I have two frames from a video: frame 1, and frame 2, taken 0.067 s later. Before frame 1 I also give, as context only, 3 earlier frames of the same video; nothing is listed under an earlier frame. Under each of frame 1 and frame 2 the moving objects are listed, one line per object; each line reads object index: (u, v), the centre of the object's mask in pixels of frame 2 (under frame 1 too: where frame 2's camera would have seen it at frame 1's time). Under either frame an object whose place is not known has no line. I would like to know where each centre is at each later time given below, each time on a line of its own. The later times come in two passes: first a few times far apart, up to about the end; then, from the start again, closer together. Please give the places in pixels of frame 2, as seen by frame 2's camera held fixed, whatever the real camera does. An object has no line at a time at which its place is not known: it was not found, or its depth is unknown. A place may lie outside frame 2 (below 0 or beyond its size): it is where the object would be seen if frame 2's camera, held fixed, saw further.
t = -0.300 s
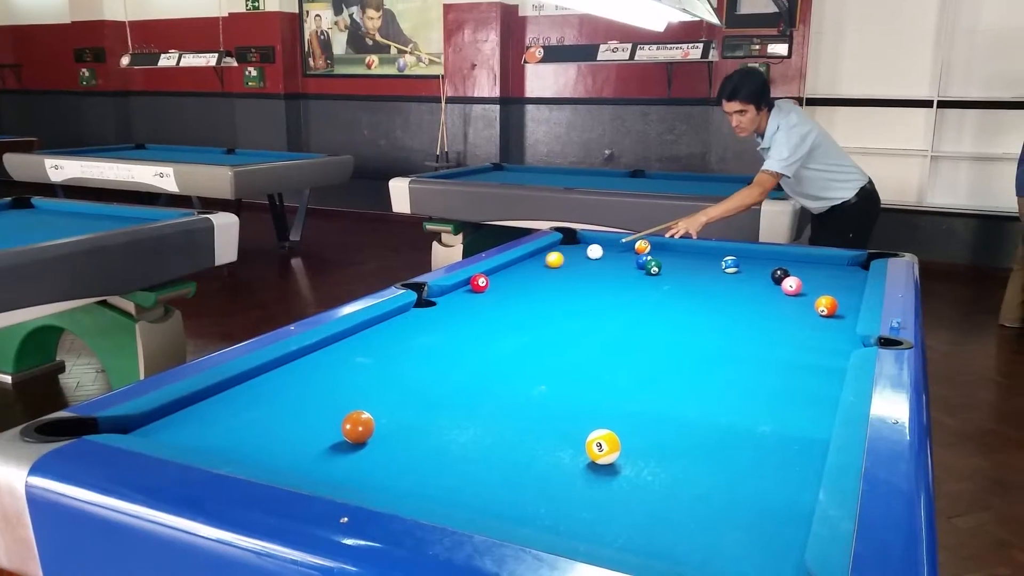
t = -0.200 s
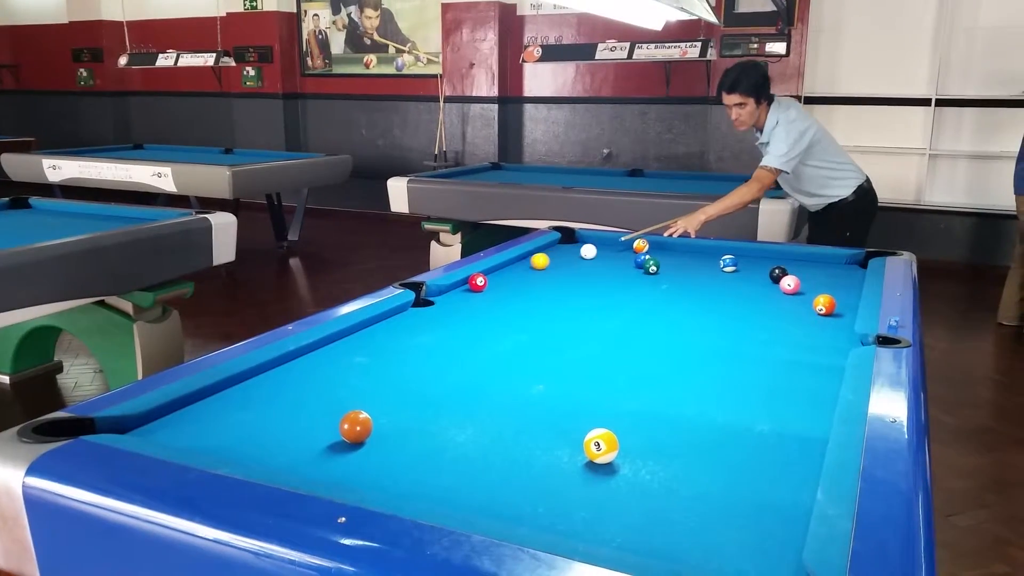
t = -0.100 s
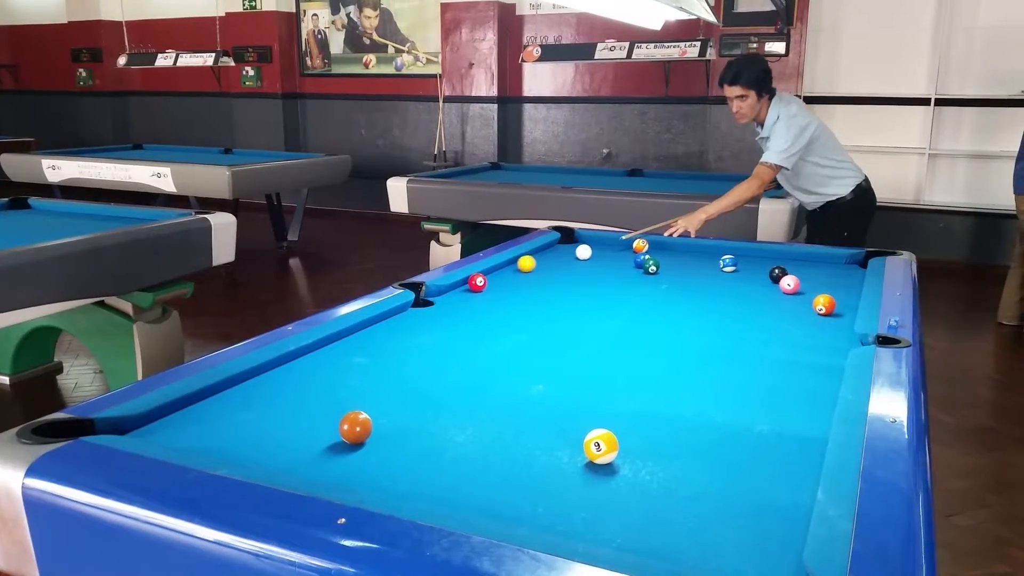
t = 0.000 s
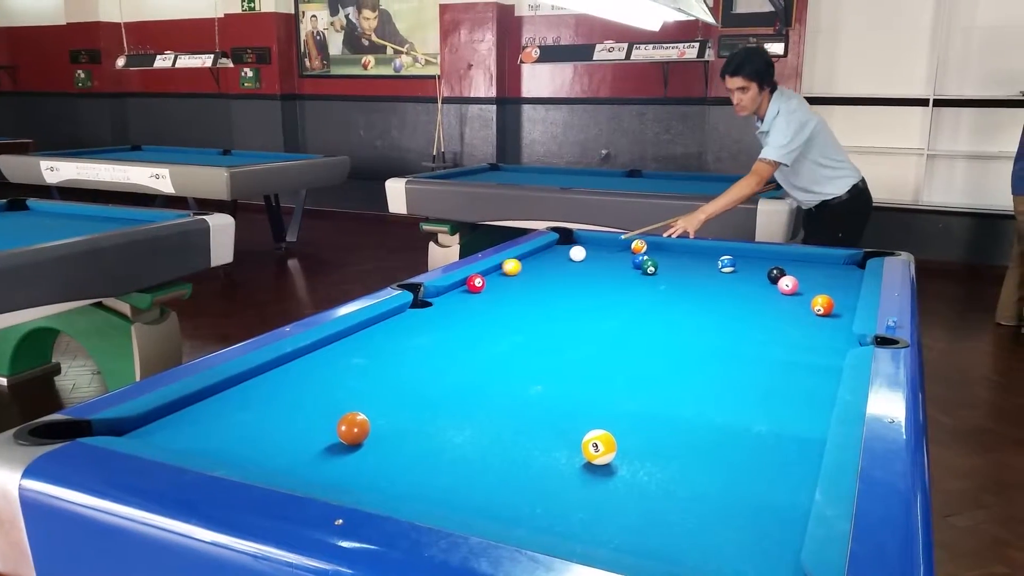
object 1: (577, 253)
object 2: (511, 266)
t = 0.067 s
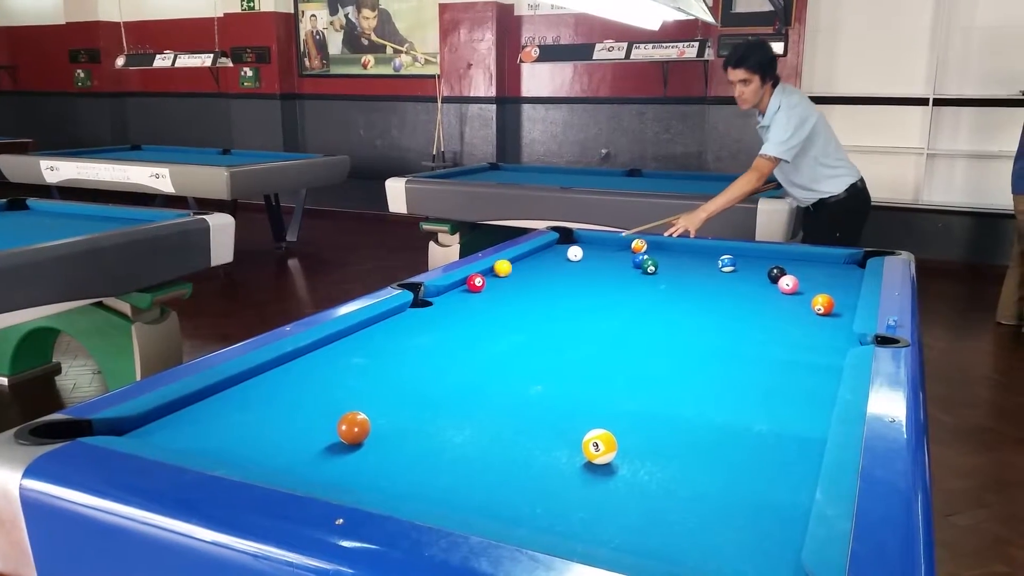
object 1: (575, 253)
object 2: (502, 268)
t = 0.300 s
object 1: (565, 255)
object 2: (495, 274)
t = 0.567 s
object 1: (556, 256)
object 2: (492, 281)
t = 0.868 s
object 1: (548, 257)
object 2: (502, 286)
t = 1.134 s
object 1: (542, 258)
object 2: (510, 291)
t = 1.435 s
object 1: (537, 259)
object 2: (519, 296)
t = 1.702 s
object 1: (535, 260)
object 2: (526, 300)
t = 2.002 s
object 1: (534, 260)
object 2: (532, 304)
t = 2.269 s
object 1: (534, 259)
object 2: (537, 306)
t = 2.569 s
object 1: (534, 260)
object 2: (542, 309)
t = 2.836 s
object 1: (534, 259)
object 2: (545, 310)
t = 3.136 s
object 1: (534, 259)
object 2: (547, 311)
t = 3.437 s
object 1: (534, 259)
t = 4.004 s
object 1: (534, 259)
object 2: (547, 312)
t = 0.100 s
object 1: (573, 254)
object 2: (498, 269)
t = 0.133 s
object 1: (572, 254)
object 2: (498, 270)
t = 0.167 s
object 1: (571, 254)
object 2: (497, 271)
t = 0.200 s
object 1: (569, 254)
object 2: (496, 272)
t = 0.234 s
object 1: (568, 254)
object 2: (496, 273)
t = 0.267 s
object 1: (567, 255)
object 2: (495, 274)
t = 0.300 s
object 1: (565, 255)
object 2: (495, 274)
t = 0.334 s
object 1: (564, 255)
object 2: (494, 275)
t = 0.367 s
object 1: (563, 255)
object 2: (494, 276)
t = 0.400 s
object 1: (562, 255)
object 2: (493, 277)
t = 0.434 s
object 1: (561, 256)
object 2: (493, 278)
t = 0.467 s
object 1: (560, 256)
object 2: (493, 279)
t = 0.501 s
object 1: (558, 256)
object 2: (492, 279)
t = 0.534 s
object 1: (557, 256)
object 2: (492, 280)
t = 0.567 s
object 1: (556, 256)
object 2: (492, 281)
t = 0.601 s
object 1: (555, 256)
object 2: (493, 282)
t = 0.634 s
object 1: (554, 257)
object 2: (494, 282)
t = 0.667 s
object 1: (553, 257)
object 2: (496, 283)
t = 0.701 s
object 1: (552, 257)
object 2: (497, 284)
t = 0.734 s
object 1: (551, 257)
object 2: (498, 284)
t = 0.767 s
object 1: (550, 257)
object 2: (499, 285)
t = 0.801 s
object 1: (549, 257)
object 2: (500, 285)
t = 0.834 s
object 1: (548, 257)
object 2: (501, 286)
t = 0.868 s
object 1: (548, 257)
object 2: (502, 286)
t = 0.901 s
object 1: (547, 258)
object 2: (503, 287)
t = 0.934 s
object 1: (546, 258)
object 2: (504, 288)
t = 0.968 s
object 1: (545, 258)
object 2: (505, 288)
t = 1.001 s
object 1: (545, 258)
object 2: (506, 289)
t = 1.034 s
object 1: (544, 258)
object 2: (507, 289)
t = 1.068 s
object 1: (543, 258)
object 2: (508, 290)
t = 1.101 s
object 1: (543, 258)
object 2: (509, 291)
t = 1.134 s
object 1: (542, 258)
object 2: (510, 291)
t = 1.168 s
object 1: (541, 258)
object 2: (511, 292)
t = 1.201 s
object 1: (541, 258)
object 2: (512, 292)
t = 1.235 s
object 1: (540, 259)
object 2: (513, 293)
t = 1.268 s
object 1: (540, 259)
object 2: (514, 293)
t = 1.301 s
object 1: (539, 259)
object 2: (515, 294)
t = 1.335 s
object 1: (539, 259)
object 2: (516, 294)
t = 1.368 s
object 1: (538, 259)
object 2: (517, 295)
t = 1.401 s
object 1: (538, 259)
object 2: (518, 295)
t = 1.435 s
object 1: (537, 259)
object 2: (519, 296)
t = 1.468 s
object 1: (537, 259)
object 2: (520, 296)
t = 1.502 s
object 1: (536, 259)
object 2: (521, 297)
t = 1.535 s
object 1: (536, 259)
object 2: (521, 297)
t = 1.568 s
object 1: (536, 259)
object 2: (522, 298)
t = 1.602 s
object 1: (535, 259)
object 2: (523, 298)
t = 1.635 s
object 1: (535, 259)
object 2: (524, 299)
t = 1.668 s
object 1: (535, 259)
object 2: (525, 299)
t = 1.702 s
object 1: (535, 260)
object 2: (526, 300)
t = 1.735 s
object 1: (535, 260)
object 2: (526, 300)
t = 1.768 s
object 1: (534, 260)
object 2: (527, 301)
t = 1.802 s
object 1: (534, 260)
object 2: (528, 301)
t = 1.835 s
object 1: (534, 260)
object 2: (528, 301)
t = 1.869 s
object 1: (534, 260)
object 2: (529, 302)
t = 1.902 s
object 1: (534, 259)
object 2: (530, 302)
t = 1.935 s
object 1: (534, 259)
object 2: (531, 303)
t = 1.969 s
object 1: (534, 260)
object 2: (531, 303)
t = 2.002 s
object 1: (534, 260)
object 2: (532, 304)
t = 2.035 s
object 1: (534, 260)
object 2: (532, 304)
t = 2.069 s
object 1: (534, 260)
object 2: (533, 304)
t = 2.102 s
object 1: (534, 259)
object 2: (534, 304)
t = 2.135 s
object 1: (534, 260)
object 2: (535, 305)
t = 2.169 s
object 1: (534, 259)
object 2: (535, 305)
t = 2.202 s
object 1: (534, 259)
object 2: (536, 305)
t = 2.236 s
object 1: (534, 260)
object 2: (537, 306)
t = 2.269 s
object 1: (534, 259)
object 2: (537, 306)
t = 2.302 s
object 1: (534, 259)
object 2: (538, 306)
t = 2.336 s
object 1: (534, 260)
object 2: (539, 307)
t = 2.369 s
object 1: (534, 260)
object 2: (539, 307)
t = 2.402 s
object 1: (534, 260)
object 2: (540, 307)
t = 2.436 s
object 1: (534, 259)
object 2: (540, 307)
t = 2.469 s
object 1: (534, 259)
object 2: (541, 308)
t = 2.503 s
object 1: (534, 260)
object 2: (541, 308)
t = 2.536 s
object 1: (534, 259)
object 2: (542, 308)
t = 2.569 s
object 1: (534, 260)
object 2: (542, 309)
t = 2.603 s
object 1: (534, 259)
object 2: (542, 309)
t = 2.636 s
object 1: (534, 260)
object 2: (543, 309)
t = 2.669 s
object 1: (534, 259)
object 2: (543, 309)
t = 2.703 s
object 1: (534, 259)
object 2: (543, 309)
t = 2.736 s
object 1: (534, 259)
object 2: (544, 310)
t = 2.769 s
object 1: (534, 259)
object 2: (544, 310)
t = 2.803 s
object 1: (534, 259)
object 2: (544, 310)
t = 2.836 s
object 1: (534, 259)
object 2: (545, 310)
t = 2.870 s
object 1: (534, 259)
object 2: (545, 310)
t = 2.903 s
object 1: (534, 259)
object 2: (545, 310)
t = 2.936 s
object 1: (534, 259)
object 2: (545, 311)
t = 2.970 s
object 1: (534, 259)
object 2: (545, 311)
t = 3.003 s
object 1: (534, 259)
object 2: (546, 311)
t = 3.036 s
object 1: (534, 260)
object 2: (546, 311)
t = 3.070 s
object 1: (534, 259)
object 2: (546, 311)
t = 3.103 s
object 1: (534, 259)
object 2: (547, 311)
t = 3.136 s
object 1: (534, 259)
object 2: (547, 311)
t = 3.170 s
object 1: (534, 259)
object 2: (547, 311)
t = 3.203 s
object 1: (534, 259)
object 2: (547, 311)
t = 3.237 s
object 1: (534, 259)
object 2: (547, 311)
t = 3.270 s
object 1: (534, 259)
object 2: (547, 311)
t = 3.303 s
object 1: (534, 259)
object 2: (547, 311)
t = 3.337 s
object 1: (534, 259)
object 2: (547, 311)
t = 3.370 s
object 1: (534, 259)
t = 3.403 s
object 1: (534, 259)
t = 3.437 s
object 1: (534, 259)
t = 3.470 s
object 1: (534, 259)
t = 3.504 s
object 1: (534, 259)
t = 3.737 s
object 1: (534, 259)
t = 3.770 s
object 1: (534, 260)
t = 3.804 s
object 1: (534, 260)
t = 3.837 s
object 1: (534, 259)
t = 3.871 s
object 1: (534, 259)
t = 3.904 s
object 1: (534, 259)
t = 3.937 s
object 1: (534, 259)
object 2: (547, 312)
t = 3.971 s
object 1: (534, 259)
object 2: (547, 312)
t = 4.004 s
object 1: (534, 259)
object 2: (547, 312)
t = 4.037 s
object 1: (534, 259)
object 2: (548, 312)
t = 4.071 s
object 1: (534, 259)
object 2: (547, 312)
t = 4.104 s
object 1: (534, 259)
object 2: (547, 312)
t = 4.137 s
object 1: (534, 259)
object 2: (548, 311)
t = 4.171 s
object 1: (534, 259)
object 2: (547, 312)
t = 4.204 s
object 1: (534, 259)
